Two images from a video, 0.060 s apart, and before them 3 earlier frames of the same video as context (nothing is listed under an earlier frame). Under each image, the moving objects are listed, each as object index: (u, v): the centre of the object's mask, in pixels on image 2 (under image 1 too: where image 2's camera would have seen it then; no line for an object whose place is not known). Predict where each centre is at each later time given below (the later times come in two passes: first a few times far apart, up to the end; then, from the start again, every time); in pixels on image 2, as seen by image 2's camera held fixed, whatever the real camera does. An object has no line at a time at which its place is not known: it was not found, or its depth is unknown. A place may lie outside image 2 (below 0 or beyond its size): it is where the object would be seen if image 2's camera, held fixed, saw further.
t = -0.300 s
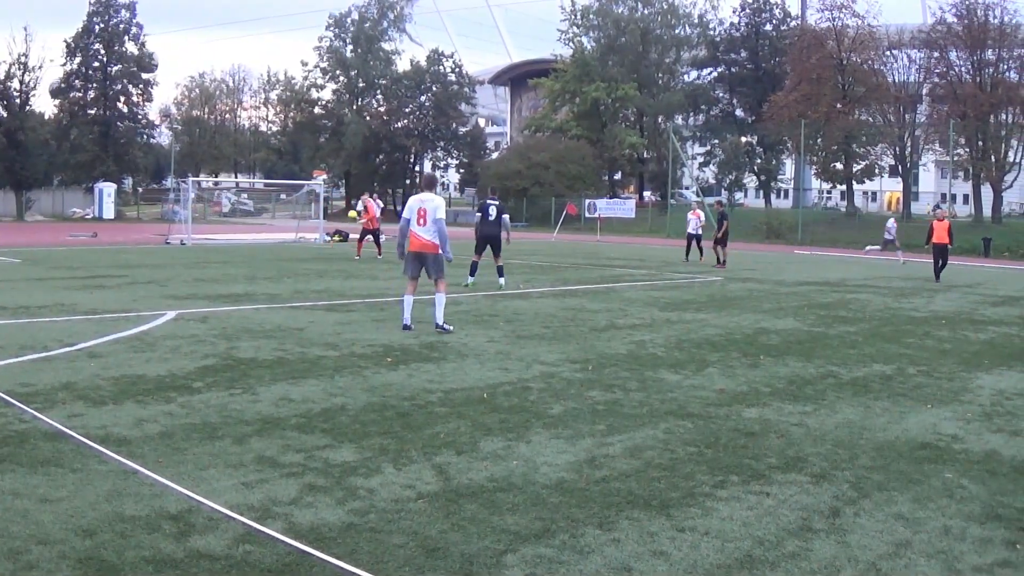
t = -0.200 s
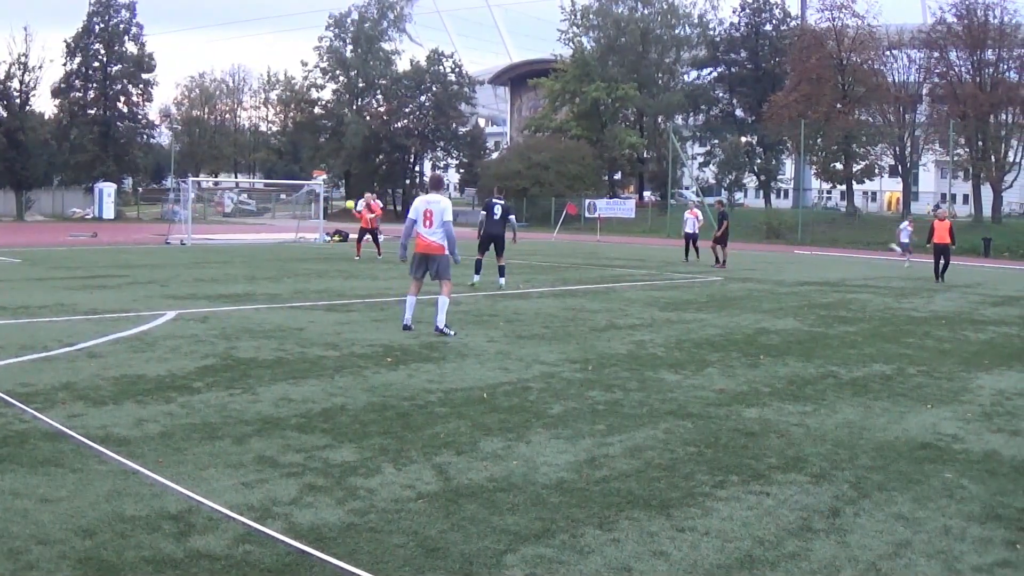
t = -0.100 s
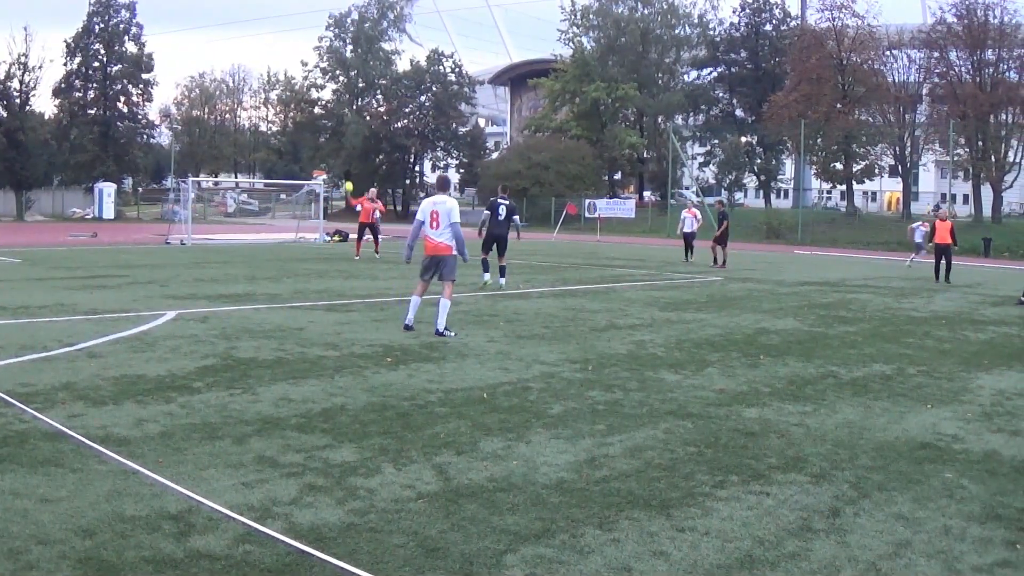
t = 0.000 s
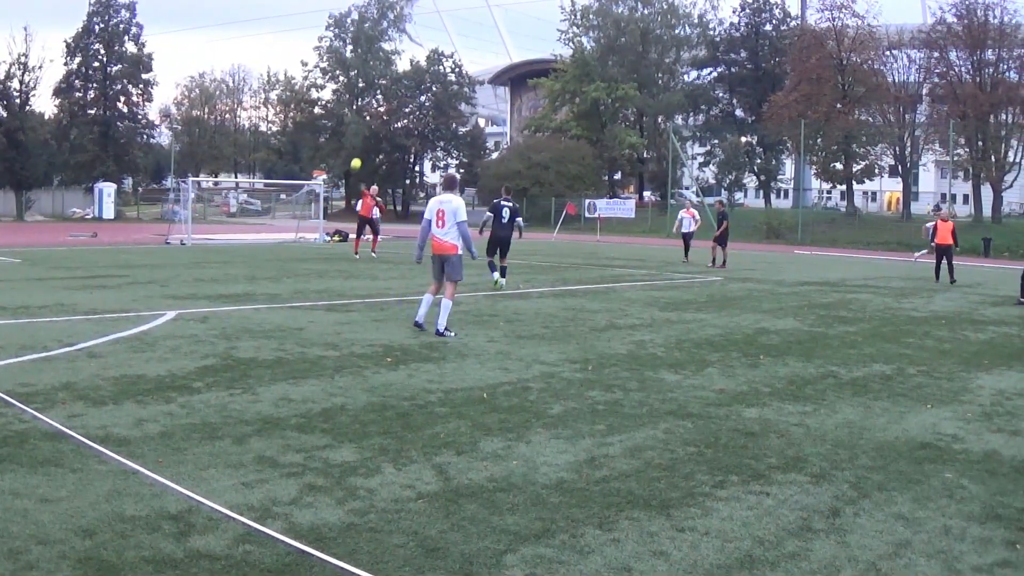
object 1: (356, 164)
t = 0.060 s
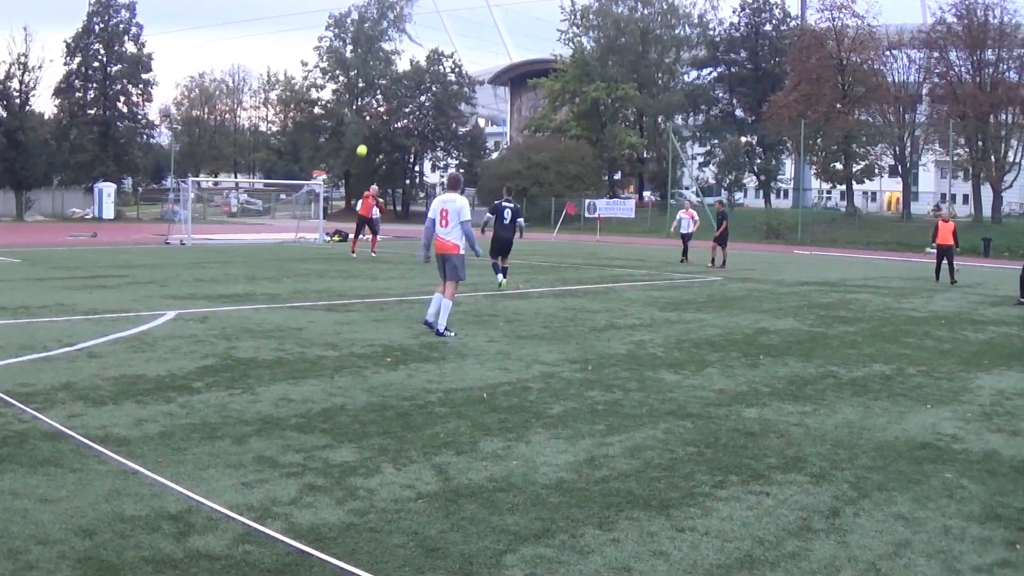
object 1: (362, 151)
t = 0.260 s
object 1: (384, 113)
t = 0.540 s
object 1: (423, 78)
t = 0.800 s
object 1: (471, 77)
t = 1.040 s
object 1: (535, 118)
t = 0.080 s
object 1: (364, 146)
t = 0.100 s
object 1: (366, 142)
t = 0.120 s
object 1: (368, 138)
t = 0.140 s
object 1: (370, 134)
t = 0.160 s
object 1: (372, 131)
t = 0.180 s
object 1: (375, 127)
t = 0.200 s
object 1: (377, 123)
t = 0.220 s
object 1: (379, 120)
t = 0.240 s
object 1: (382, 116)
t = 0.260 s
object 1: (384, 113)
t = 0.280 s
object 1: (387, 110)
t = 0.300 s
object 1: (389, 106)
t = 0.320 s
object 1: (392, 103)
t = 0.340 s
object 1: (395, 100)
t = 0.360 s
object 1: (397, 97)
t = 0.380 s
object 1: (400, 94)
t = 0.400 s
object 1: (403, 92)
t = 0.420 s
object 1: (406, 90)
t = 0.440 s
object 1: (408, 87)
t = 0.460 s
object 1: (411, 85)
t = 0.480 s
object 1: (414, 83)
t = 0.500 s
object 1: (417, 81)
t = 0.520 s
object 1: (420, 80)
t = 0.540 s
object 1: (423, 78)
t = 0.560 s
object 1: (426, 77)
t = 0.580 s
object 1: (430, 76)
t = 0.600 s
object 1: (433, 74)
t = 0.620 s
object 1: (436, 74)
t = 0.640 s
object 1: (440, 73)
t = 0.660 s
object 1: (443, 73)
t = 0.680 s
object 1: (447, 73)
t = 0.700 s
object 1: (451, 73)
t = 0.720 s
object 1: (454, 72)
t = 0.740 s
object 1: (459, 73)
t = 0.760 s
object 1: (462, 74)
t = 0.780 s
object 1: (467, 76)
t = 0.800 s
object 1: (471, 77)
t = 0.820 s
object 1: (475, 79)
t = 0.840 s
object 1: (480, 80)
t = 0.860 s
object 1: (485, 82)
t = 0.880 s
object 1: (490, 85)
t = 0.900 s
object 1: (495, 87)
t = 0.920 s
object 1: (500, 90)
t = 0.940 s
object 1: (506, 94)
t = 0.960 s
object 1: (511, 98)
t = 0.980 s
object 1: (518, 102)
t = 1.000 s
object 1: (523, 107)
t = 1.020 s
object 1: (529, 111)
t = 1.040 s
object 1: (535, 118)
